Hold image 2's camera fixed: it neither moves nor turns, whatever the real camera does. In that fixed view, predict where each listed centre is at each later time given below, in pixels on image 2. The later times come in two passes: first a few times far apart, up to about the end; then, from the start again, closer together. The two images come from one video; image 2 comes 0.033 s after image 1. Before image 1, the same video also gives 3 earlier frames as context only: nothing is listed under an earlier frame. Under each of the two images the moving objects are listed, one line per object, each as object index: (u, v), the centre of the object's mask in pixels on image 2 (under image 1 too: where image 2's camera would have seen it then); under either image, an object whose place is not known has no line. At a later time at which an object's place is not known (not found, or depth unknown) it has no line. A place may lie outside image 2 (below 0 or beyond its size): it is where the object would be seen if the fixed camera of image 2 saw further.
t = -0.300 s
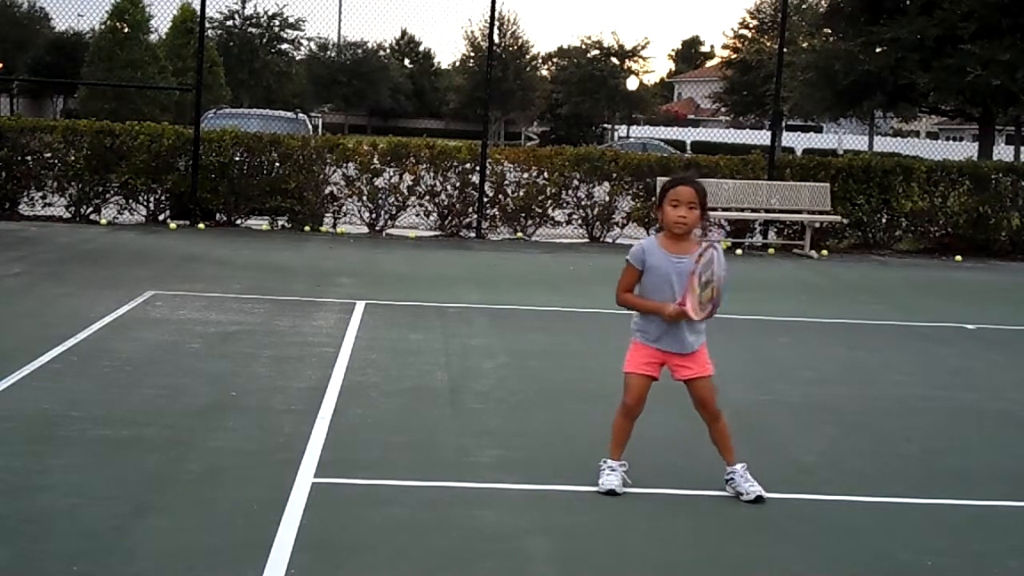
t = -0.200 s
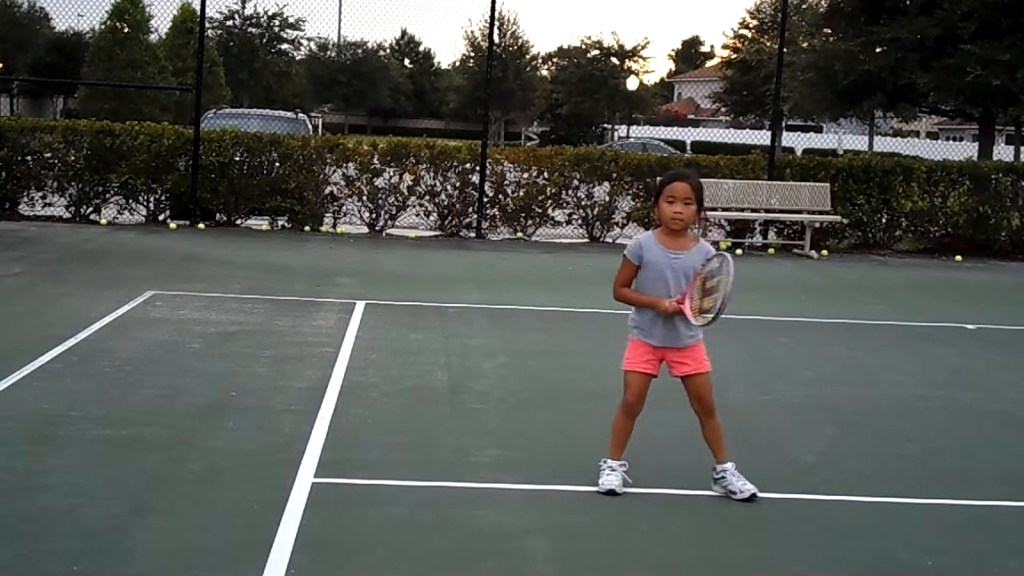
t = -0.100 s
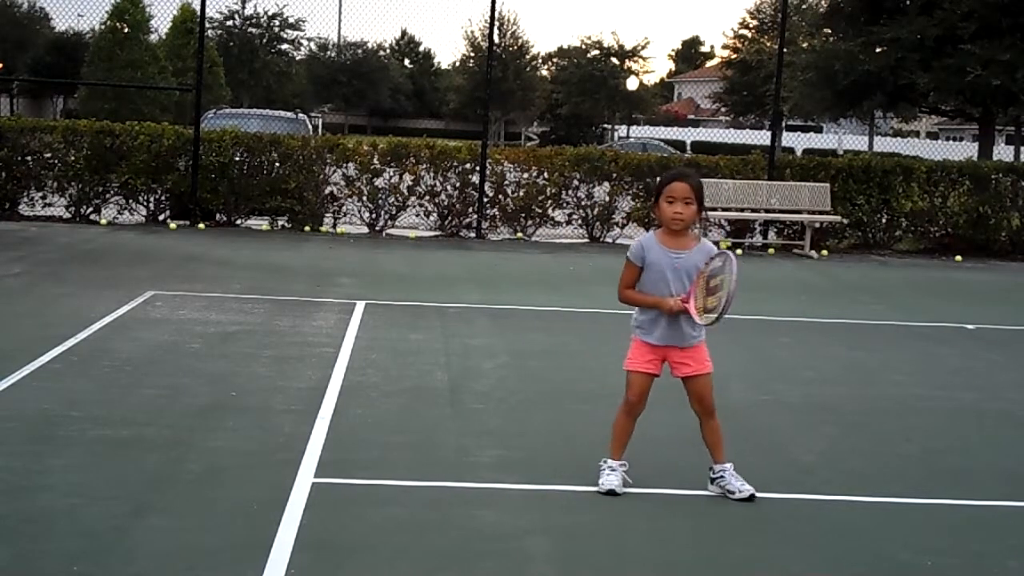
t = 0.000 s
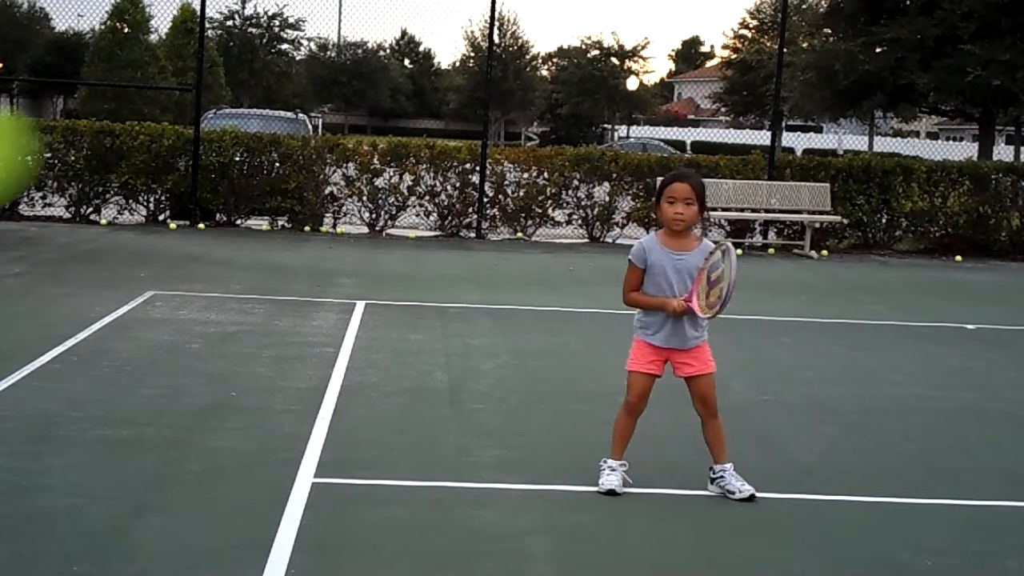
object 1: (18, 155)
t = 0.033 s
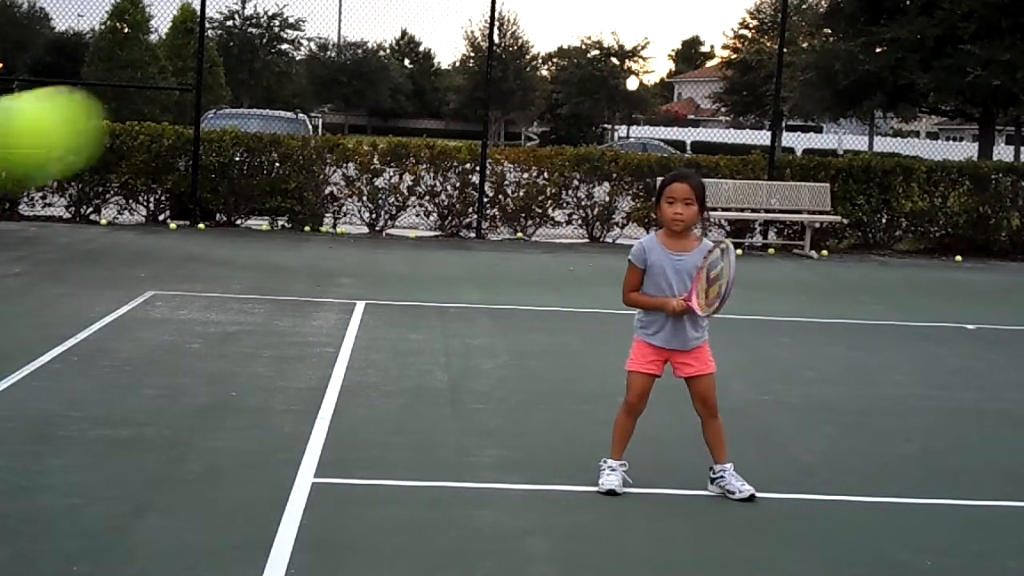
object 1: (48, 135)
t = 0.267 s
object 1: (278, 254)
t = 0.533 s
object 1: (348, 567)
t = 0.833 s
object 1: (418, 326)
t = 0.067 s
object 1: (93, 124)
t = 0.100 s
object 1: (141, 127)
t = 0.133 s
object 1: (181, 140)
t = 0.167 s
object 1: (212, 161)
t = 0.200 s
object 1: (237, 185)
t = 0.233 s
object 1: (259, 215)
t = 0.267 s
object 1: (278, 254)
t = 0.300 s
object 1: (292, 288)
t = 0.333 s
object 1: (305, 328)
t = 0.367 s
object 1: (313, 364)
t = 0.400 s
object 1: (325, 408)
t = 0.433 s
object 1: (336, 453)
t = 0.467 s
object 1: (339, 497)
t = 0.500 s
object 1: (345, 542)
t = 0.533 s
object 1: (348, 567)
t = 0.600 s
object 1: (367, 558)
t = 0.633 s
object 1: (374, 517)
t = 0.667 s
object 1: (383, 471)
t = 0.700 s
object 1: (391, 431)
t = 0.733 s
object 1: (399, 396)
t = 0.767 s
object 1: (406, 366)
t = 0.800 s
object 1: (412, 343)
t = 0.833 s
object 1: (418, 326)
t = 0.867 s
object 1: (423, 312)
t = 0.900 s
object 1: (428, 304)
